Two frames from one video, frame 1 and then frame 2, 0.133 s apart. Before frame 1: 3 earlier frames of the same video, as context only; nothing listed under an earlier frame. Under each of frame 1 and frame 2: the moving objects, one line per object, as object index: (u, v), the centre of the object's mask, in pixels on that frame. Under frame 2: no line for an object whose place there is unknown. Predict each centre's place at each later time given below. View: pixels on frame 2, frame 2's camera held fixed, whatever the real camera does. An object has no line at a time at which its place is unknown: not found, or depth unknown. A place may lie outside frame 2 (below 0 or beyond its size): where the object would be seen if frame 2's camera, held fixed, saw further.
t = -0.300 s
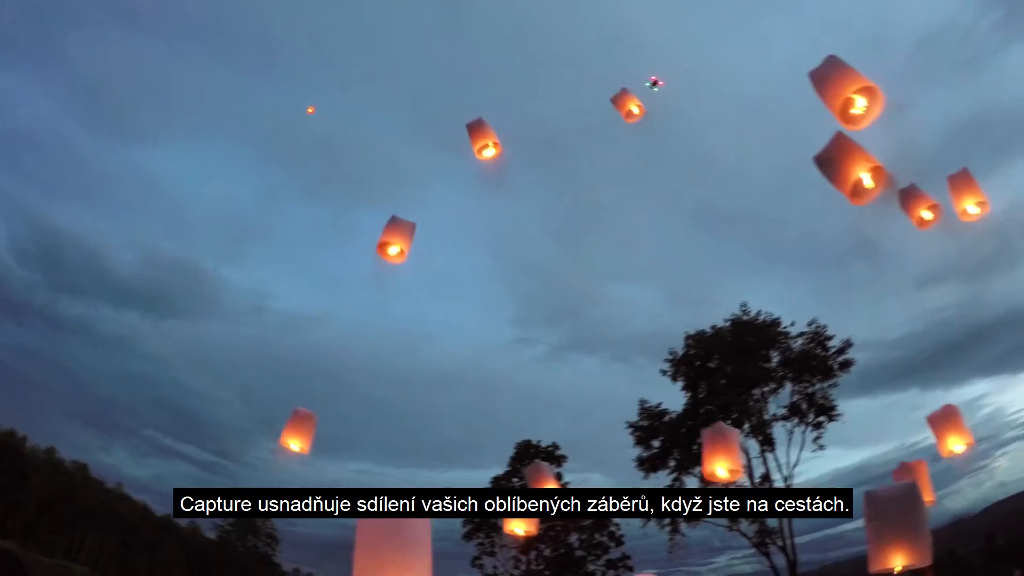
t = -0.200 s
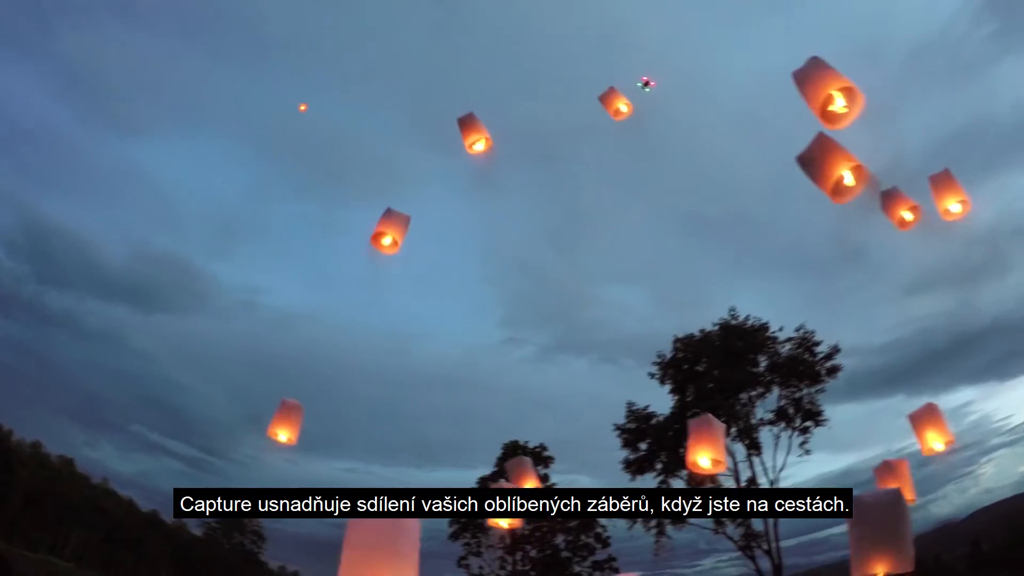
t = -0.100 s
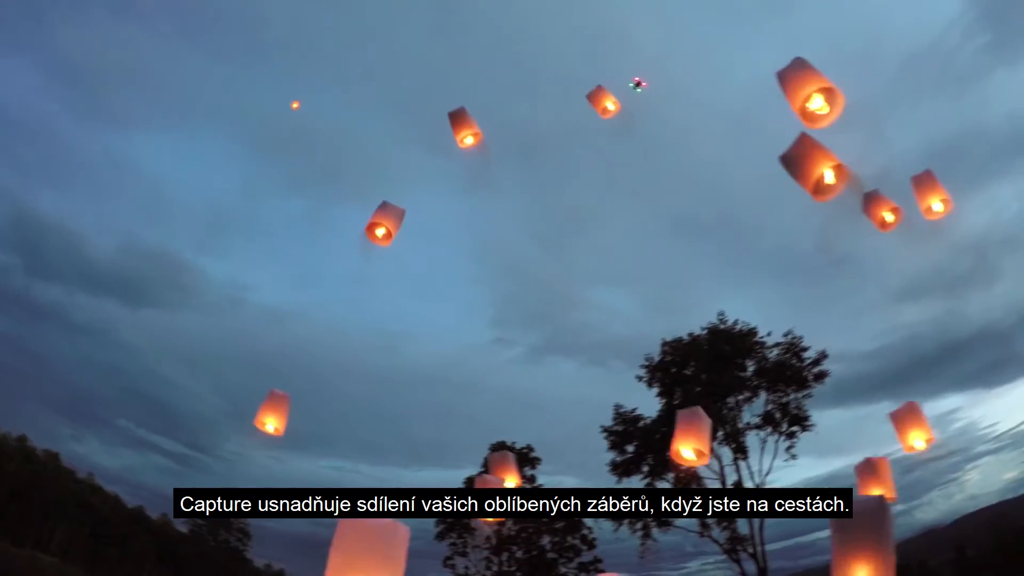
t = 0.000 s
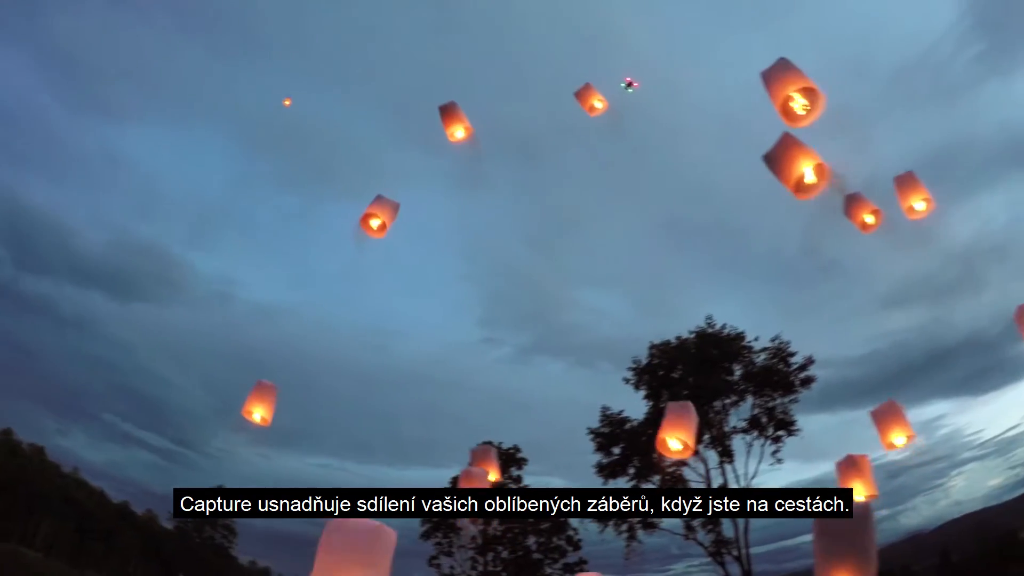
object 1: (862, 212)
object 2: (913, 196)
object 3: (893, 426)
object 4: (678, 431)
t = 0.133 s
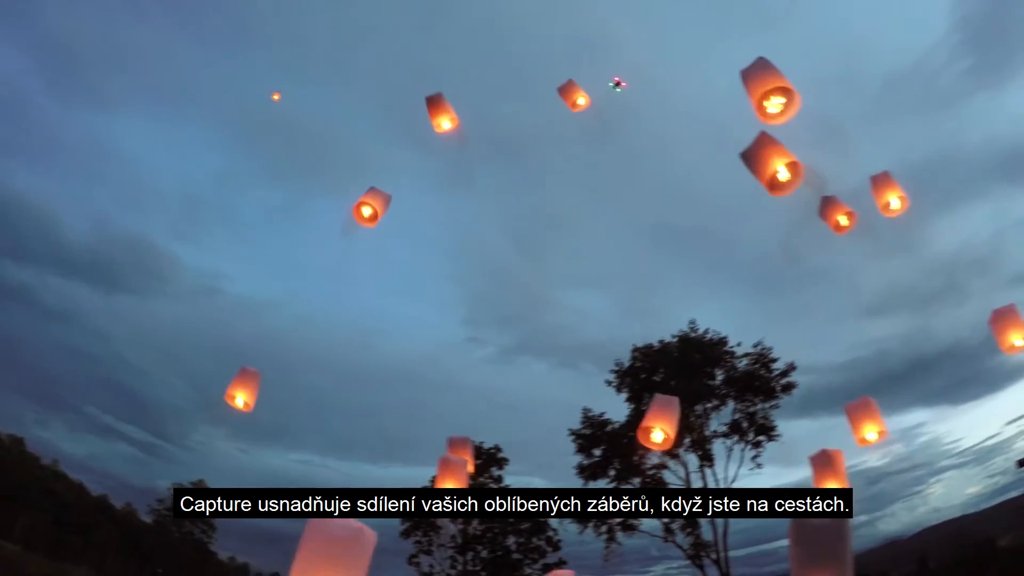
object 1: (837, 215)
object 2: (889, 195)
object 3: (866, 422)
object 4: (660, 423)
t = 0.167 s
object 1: (836, 213)
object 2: (889, 192)
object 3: (867, 418)
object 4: (662, 420)
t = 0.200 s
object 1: (836, 211)
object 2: (889, 190)
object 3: (868, 415)
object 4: (664, 418)
